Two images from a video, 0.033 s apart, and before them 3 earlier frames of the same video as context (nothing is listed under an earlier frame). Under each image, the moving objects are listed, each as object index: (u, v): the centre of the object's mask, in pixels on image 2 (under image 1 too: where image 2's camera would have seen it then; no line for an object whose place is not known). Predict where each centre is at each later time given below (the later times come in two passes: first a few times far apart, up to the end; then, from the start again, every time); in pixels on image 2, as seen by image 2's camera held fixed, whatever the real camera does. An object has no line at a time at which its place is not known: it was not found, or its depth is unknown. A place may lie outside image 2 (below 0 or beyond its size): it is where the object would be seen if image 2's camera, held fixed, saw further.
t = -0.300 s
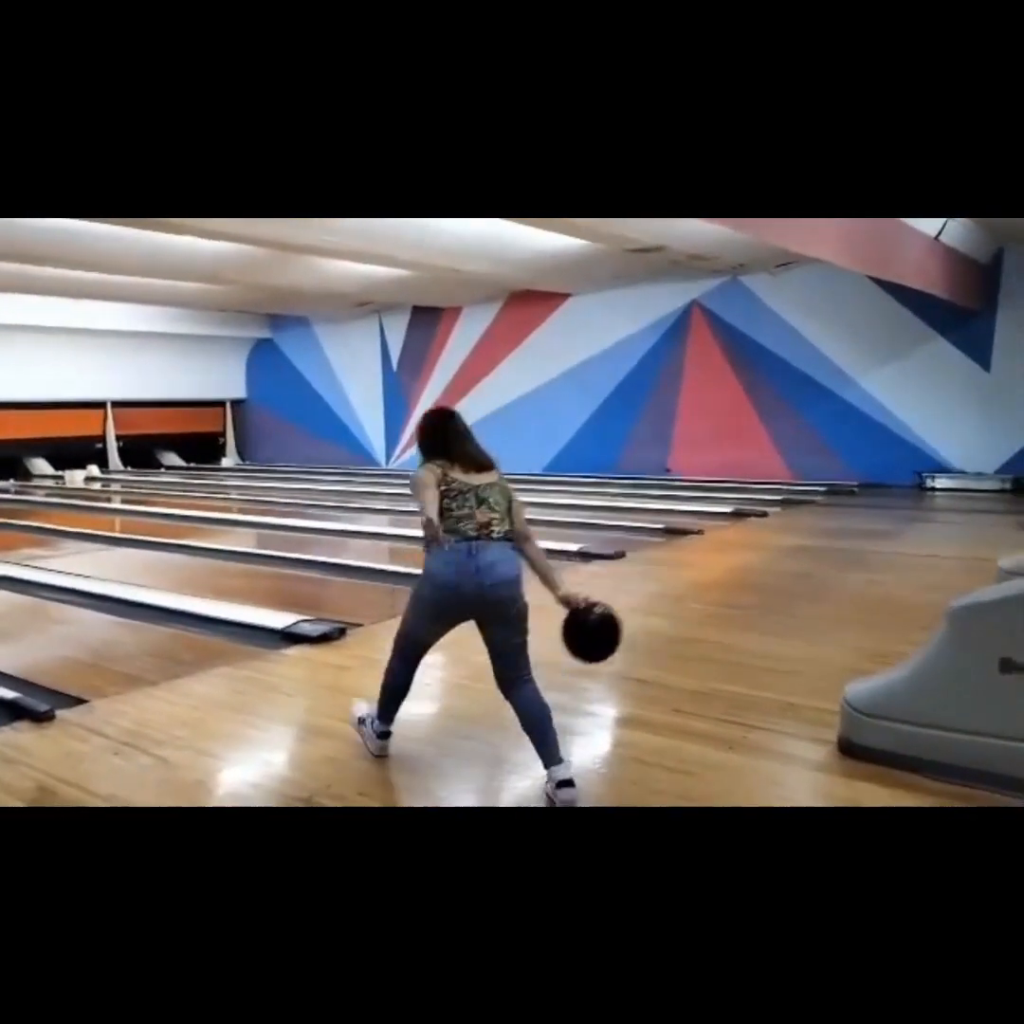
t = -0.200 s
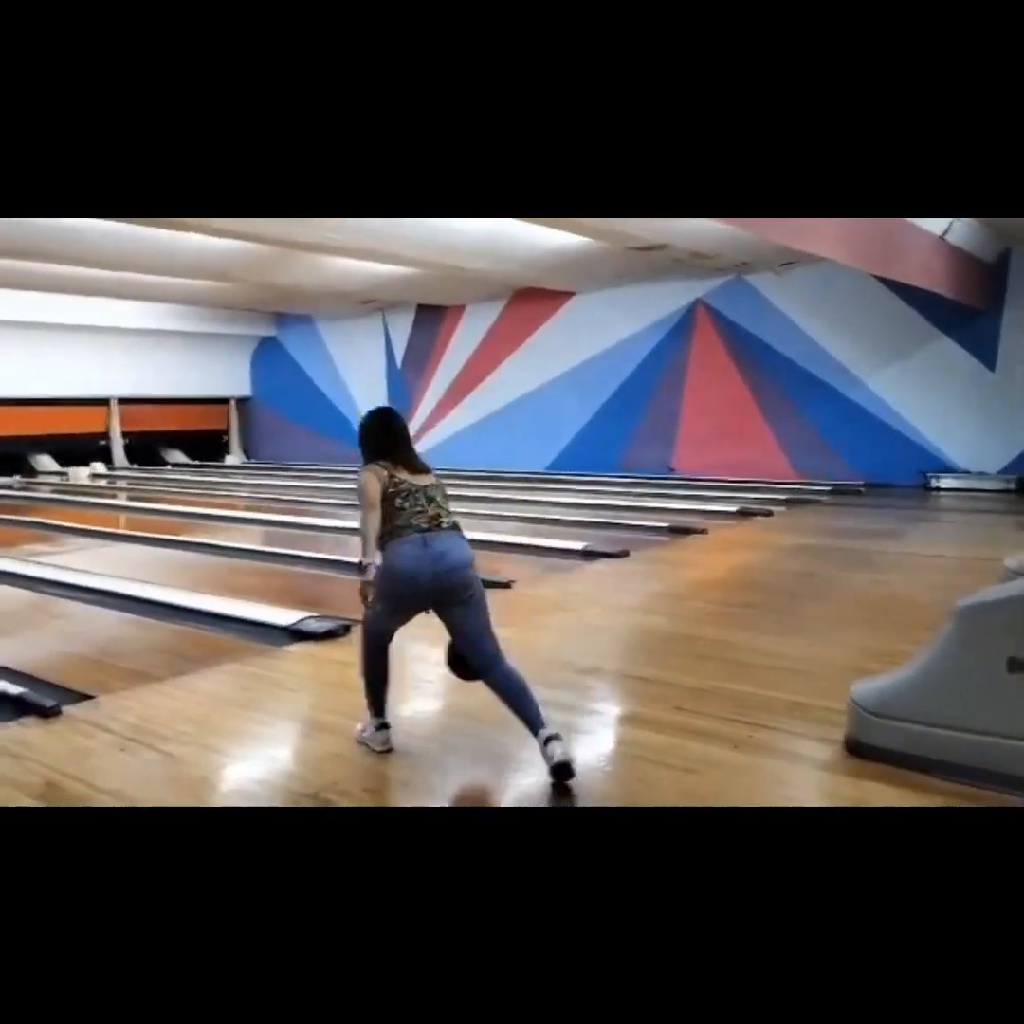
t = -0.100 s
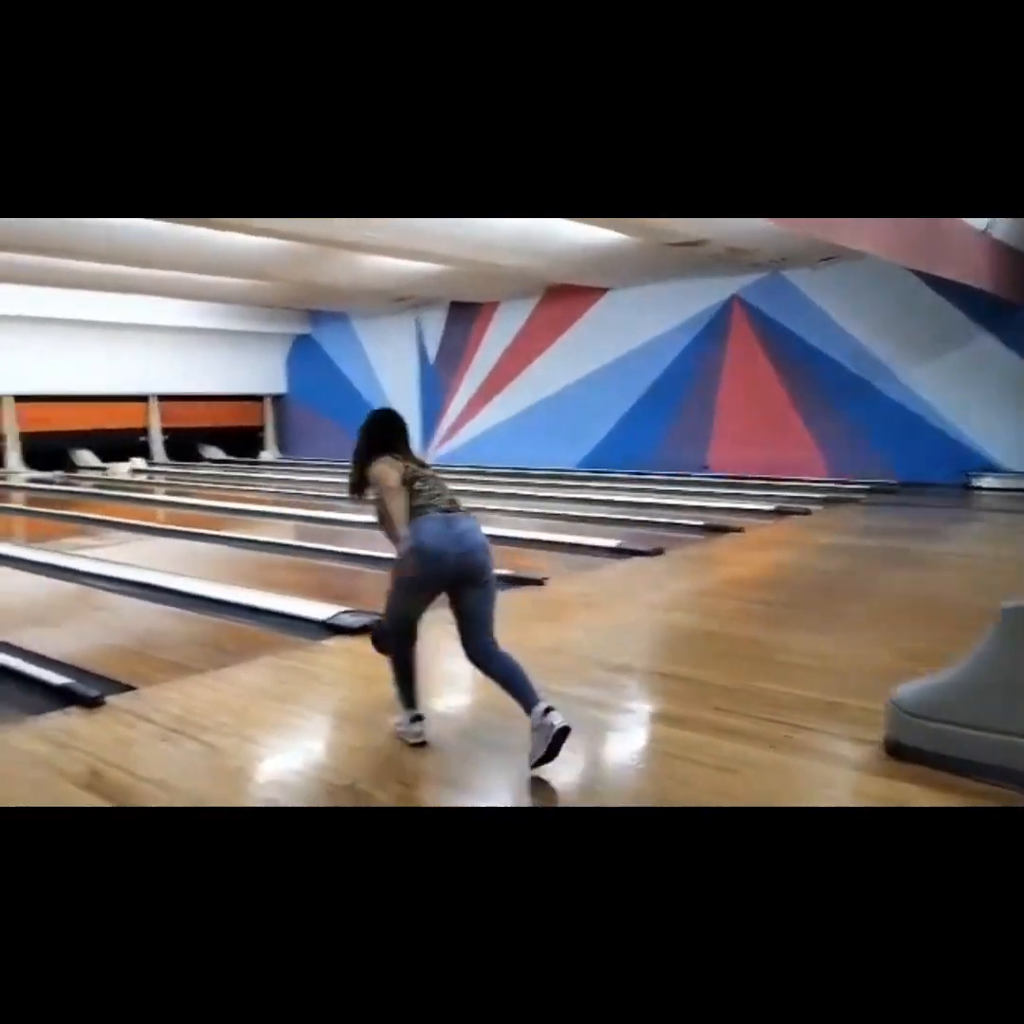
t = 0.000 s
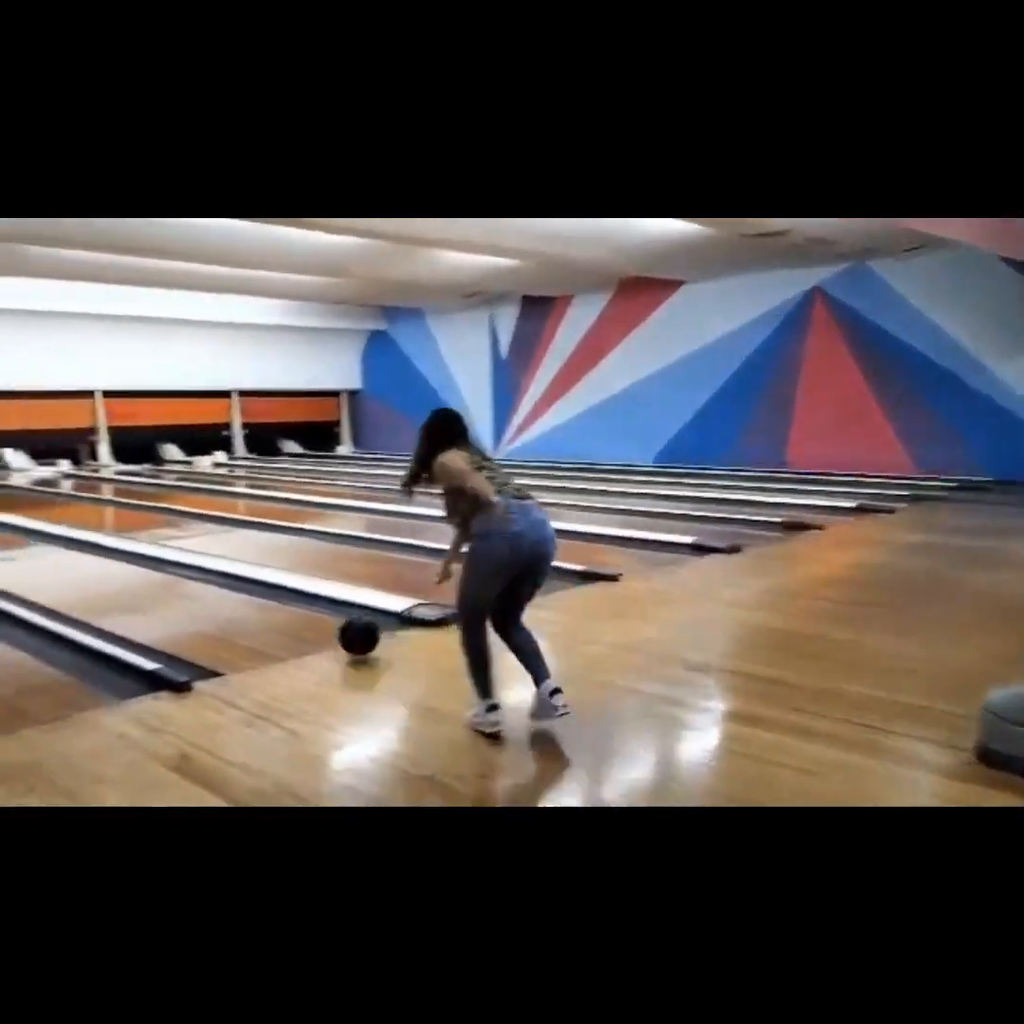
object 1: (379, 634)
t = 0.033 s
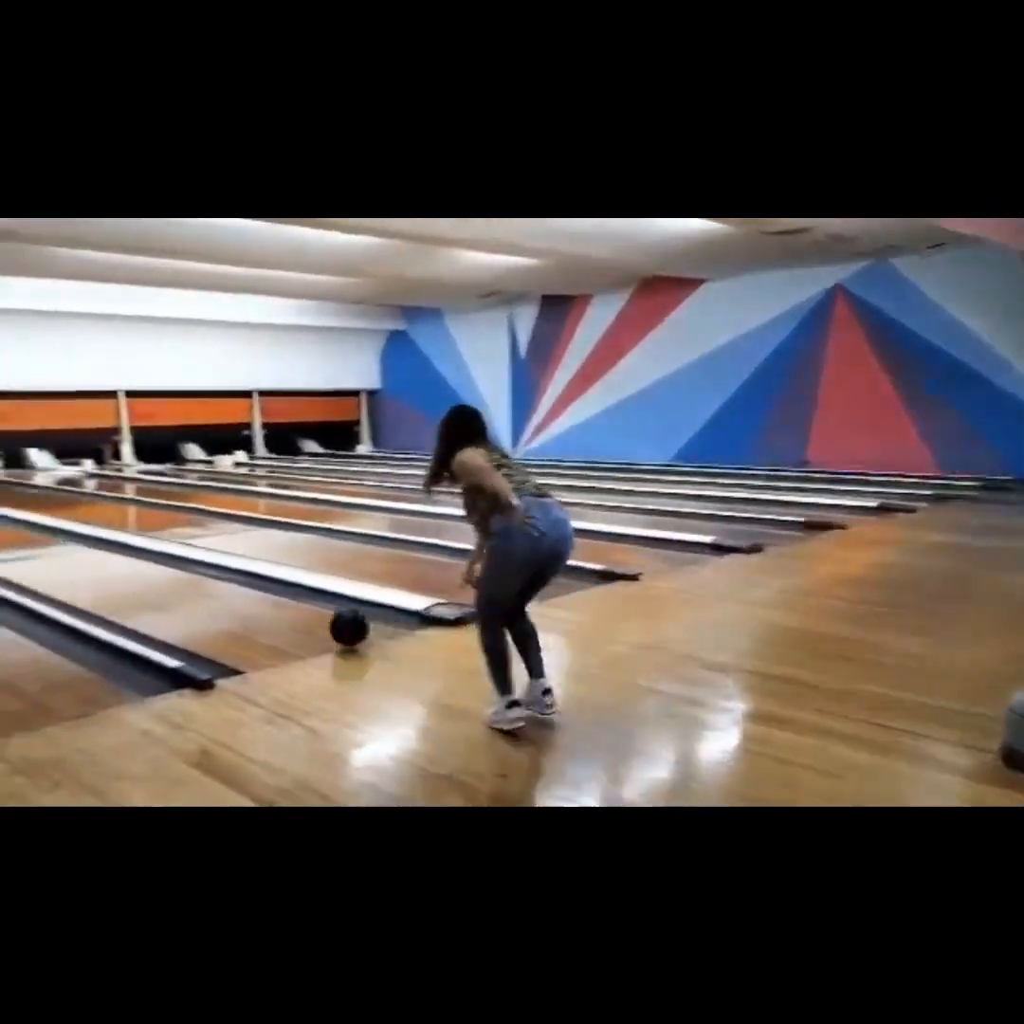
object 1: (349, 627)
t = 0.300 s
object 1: (183, 584)
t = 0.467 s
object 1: (111, 563)
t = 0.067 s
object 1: (321, 623)
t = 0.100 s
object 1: (295, 616)
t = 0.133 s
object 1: (272, 609)
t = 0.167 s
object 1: (249, 602)
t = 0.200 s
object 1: (239, 599)
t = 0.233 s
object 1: (219, 594)
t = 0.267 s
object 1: (200, 589)
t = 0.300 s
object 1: (183, 584)
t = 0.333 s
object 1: (167, 579)
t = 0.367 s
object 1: (151, 575)
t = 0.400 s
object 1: (137, 571)
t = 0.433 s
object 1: (123, 567)
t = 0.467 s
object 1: (111, 563)
